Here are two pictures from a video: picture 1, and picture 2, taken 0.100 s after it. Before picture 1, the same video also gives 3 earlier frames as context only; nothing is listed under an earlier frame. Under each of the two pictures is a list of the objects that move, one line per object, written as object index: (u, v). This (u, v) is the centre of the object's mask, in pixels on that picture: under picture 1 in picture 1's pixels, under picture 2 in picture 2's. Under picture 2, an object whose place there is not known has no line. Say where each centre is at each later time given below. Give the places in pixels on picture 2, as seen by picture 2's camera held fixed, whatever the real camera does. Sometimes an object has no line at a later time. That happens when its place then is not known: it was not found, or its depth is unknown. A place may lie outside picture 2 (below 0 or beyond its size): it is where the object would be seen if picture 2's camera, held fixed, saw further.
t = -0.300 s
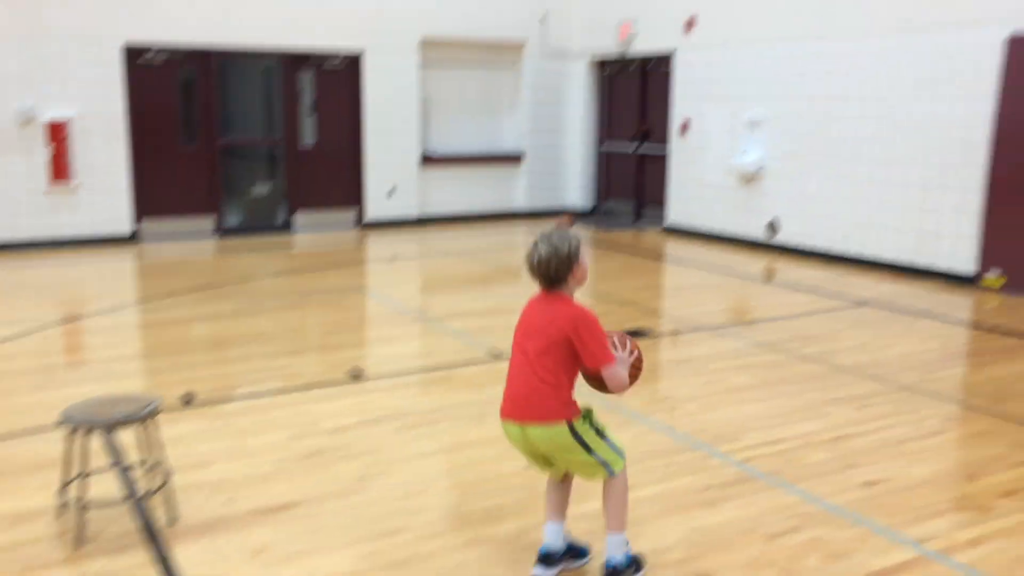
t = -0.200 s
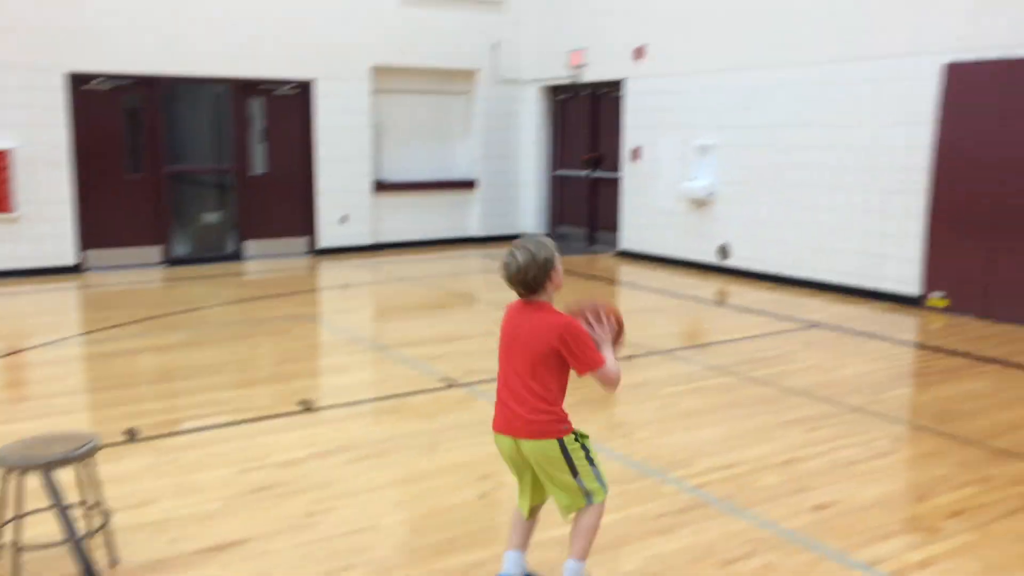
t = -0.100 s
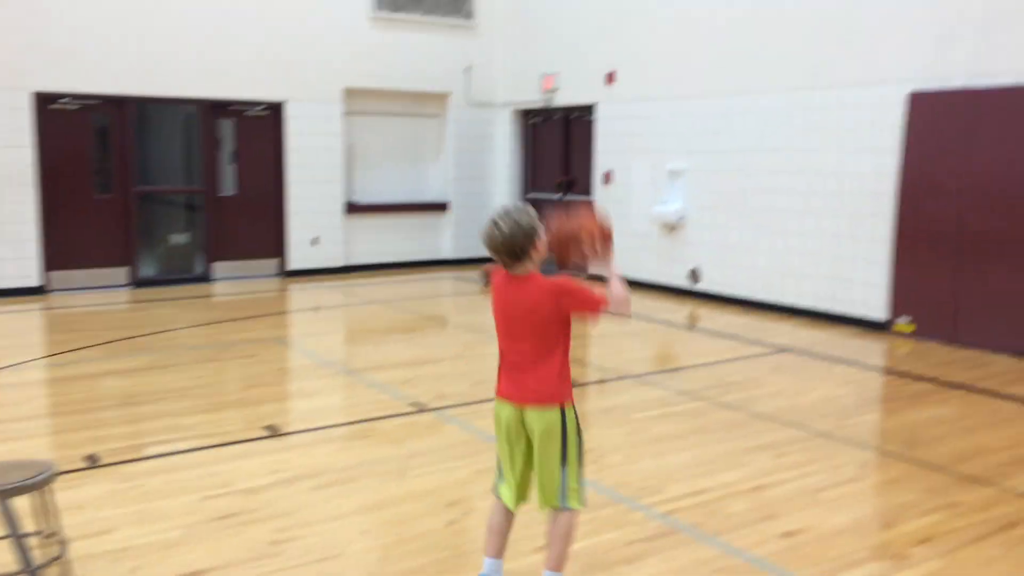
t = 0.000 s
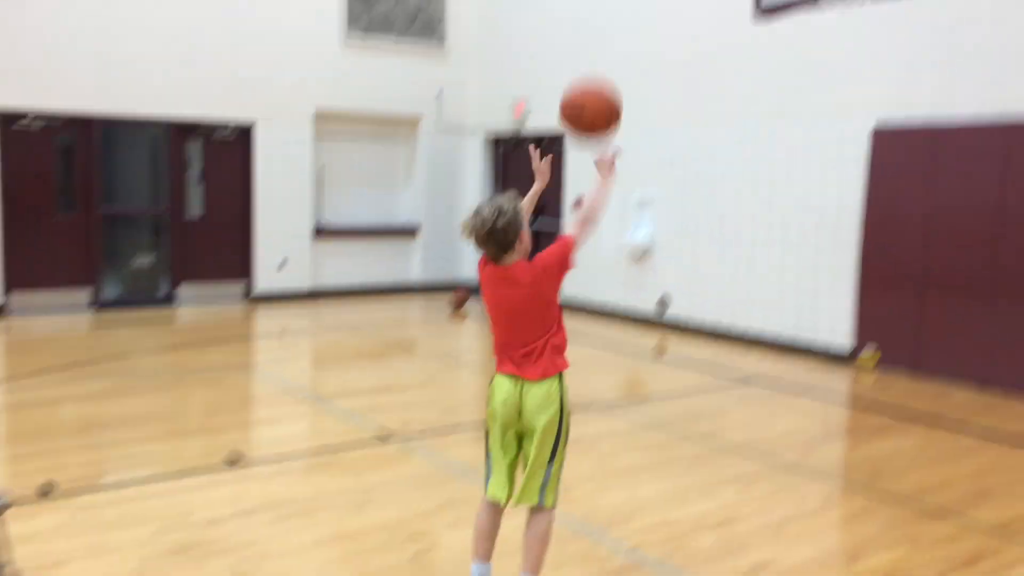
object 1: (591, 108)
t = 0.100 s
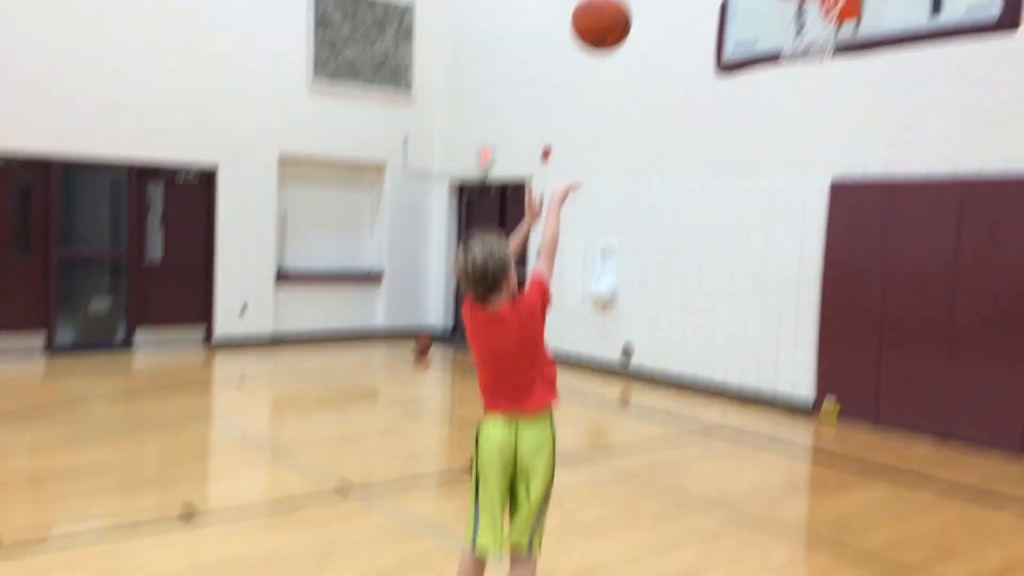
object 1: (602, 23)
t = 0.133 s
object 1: (616, -9)
